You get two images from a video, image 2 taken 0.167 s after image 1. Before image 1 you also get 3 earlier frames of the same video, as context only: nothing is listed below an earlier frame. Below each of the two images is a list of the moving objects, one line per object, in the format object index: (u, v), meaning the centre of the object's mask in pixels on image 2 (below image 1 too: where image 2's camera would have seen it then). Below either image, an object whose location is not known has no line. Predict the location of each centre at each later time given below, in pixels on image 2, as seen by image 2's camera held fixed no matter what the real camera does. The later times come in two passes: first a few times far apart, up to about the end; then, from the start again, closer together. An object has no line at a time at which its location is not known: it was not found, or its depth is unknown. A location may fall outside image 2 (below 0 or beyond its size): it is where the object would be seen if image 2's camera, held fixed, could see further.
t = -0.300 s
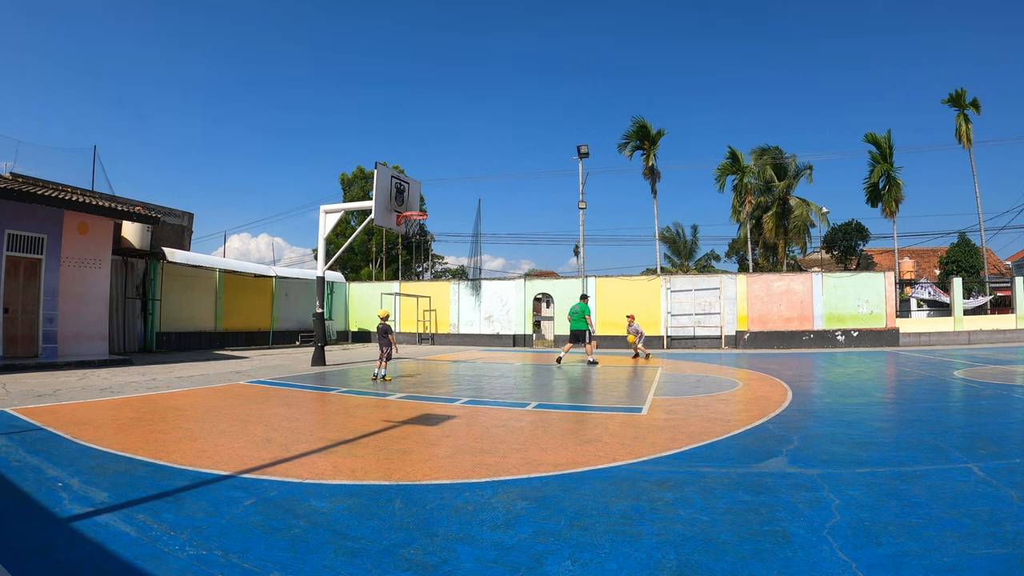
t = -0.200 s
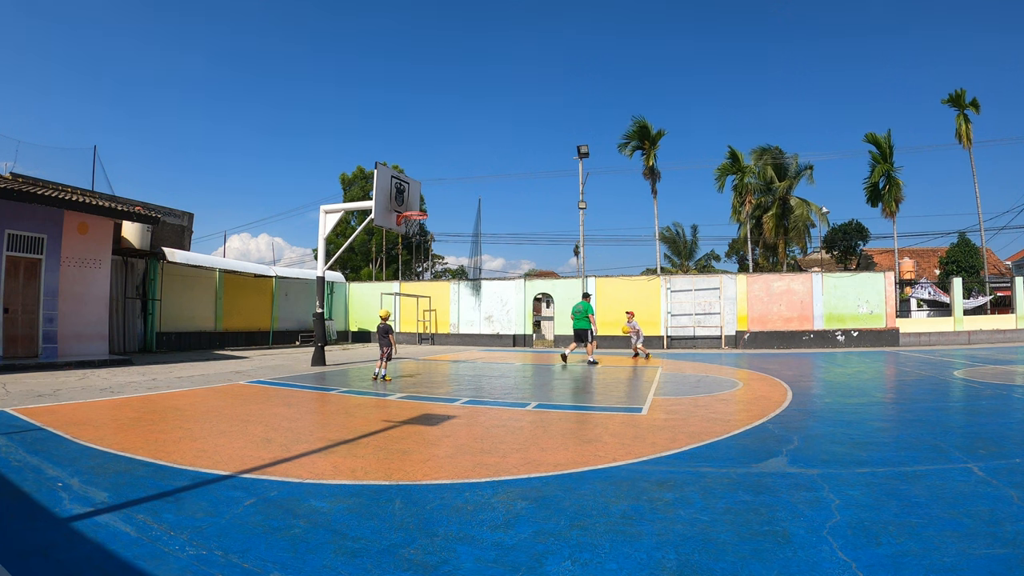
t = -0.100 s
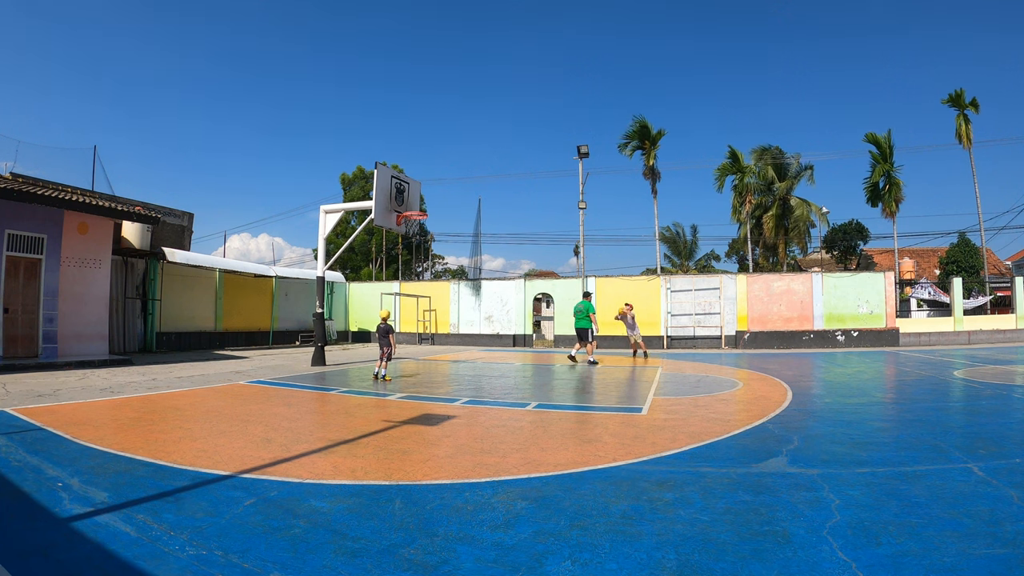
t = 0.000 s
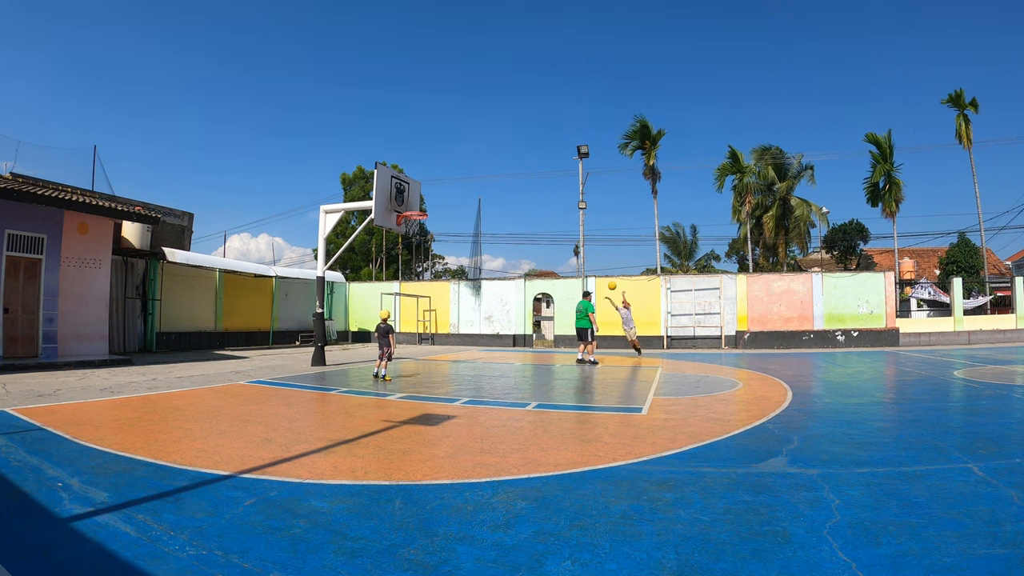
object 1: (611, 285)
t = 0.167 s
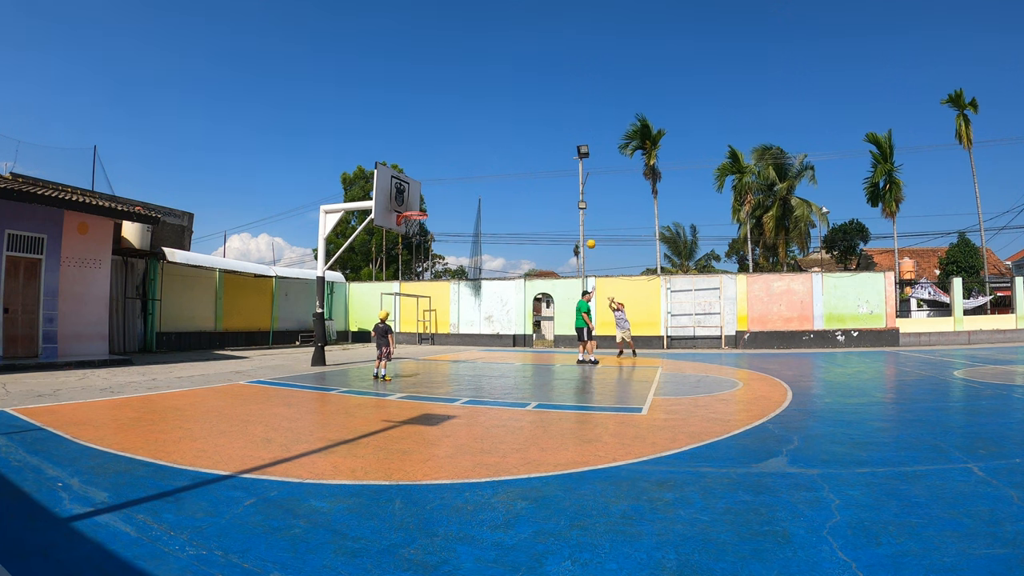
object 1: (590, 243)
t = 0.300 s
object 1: (573, 216)
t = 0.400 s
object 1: (559, 201)
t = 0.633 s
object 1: (526, 178)
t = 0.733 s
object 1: (510, 175)
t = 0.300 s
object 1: (573, 216)
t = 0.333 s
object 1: (568, 211)
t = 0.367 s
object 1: (563, 206)
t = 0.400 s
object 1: (559, 201)
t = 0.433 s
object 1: (554, 196)
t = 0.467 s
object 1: (549, 192)
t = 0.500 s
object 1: (545, 188)
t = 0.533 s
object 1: (540, 185)
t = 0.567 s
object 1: (535, 182)
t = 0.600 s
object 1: (530, 180)
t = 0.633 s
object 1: (526, 178)
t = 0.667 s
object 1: (520, 176)
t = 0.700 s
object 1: (515, 175)
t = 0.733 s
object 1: (510, 175)
